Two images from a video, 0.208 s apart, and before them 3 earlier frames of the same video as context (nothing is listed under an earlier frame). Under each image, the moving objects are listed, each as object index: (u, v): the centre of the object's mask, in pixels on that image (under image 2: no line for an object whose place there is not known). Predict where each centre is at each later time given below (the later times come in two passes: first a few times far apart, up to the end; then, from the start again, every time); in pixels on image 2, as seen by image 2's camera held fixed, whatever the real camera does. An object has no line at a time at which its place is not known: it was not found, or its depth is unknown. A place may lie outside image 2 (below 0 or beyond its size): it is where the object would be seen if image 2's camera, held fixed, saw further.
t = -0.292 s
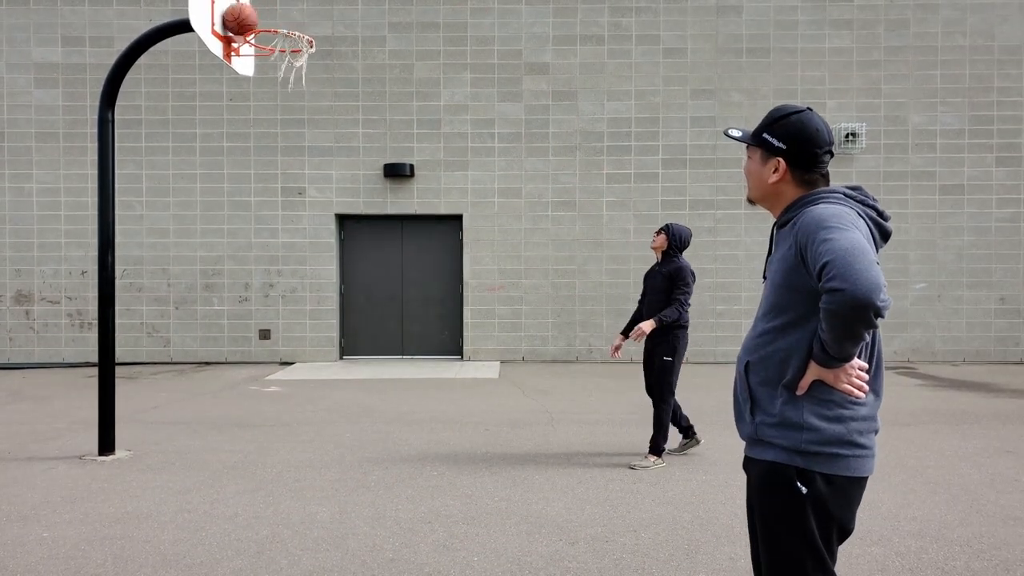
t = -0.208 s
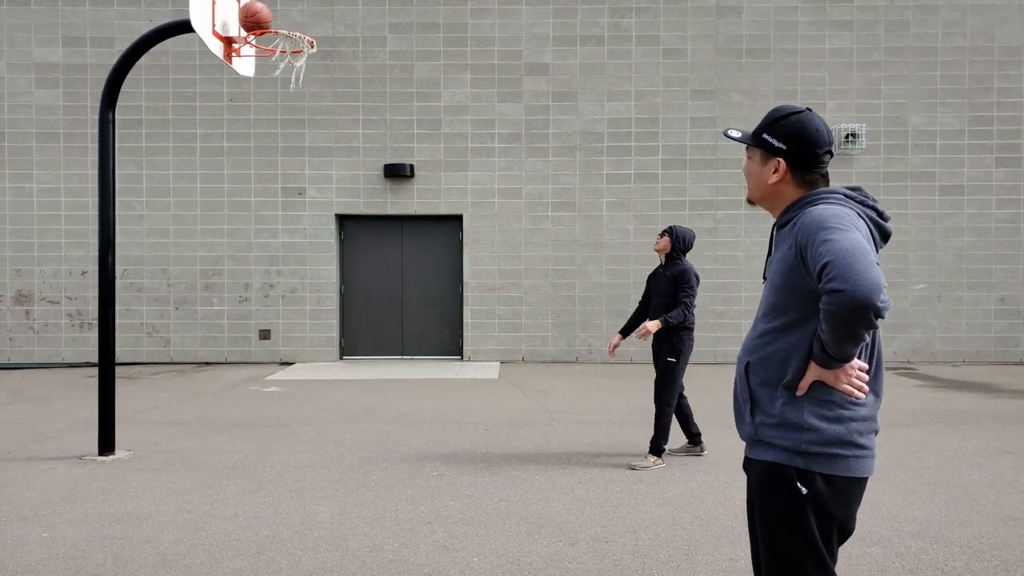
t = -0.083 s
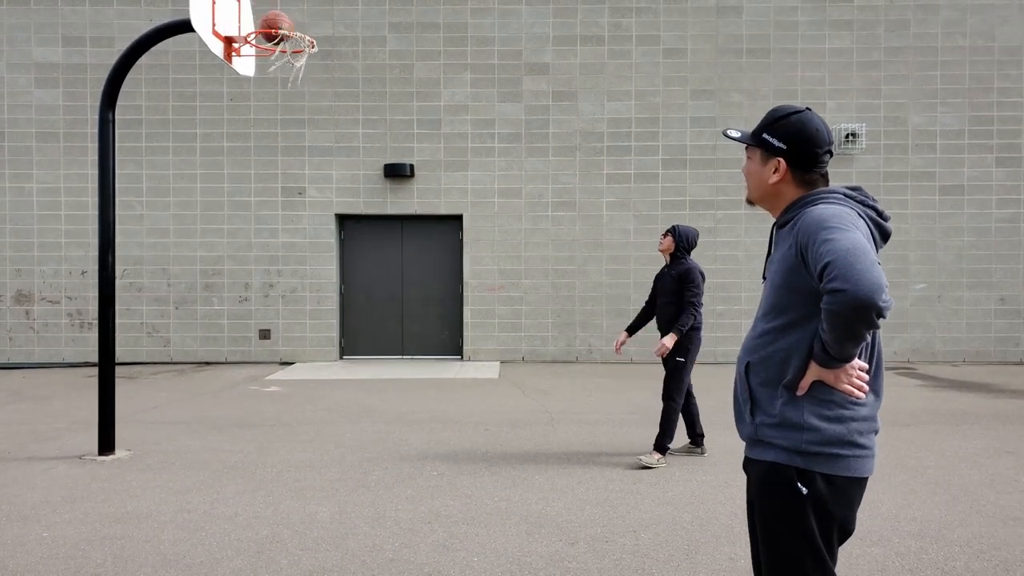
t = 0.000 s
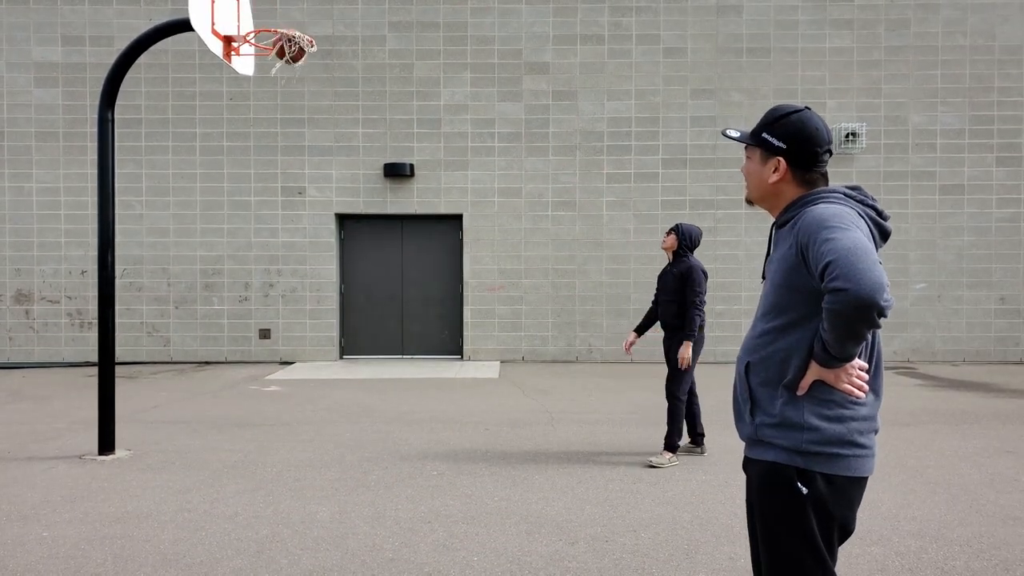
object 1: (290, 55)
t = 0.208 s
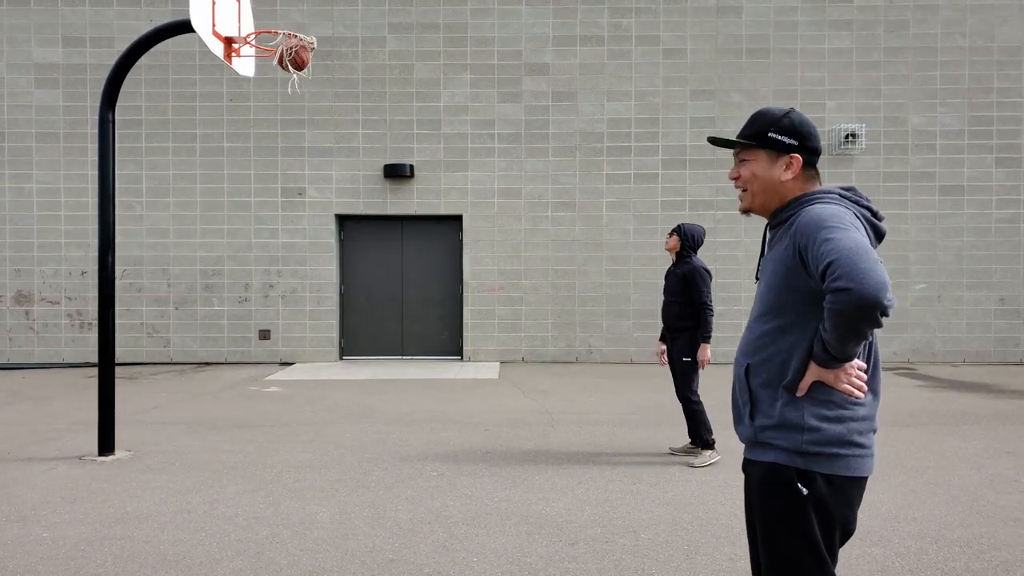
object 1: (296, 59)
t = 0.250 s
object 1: (294, 59)
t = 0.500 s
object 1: (283, 90)
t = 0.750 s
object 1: (279, 203)
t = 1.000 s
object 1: (278, 396)
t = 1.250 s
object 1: (272, 319)
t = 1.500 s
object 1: (267, 235)
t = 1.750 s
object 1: (264, 229)
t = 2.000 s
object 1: (263, 305)
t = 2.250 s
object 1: (264, 425)
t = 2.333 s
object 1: (263, 383)
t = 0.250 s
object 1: (294, 59)
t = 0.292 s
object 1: (293, 60)
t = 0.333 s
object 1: (286, 64)
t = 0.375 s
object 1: (284, 66)
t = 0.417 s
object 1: (284, 73)
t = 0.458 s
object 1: (283, 81)
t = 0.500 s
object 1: (283, 90)
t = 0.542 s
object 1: (282, 103)
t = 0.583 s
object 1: (281, 119)
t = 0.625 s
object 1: (280, 137)
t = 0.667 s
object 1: (280, 157)
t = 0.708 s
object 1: (279, 179)
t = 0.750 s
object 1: (279, 203)
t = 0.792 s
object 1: (278, 230)
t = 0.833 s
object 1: (278, 259)
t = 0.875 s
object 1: (278, 290)
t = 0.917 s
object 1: (278, 323)
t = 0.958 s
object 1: (278, 358)
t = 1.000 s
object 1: (278, 396)
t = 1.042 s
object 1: (278, 436)
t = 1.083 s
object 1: (277, 419)
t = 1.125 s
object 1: (275, 390)
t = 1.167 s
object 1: (274, 364)
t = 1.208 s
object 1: (273, 341)
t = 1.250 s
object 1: (272, 319)
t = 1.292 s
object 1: (271, 300)
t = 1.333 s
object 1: (270, 282)
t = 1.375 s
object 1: (269, 266)
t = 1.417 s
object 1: (268, 253)
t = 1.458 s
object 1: (267, 243)
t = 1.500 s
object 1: (267, 235)
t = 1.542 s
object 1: (266, 228)
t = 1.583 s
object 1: (266, 224)
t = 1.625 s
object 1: (265, 222)
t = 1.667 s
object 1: (265, 222)
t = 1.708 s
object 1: (264, 224)
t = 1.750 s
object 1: (264, 229)
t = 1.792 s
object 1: (264, 236)
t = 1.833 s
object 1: (263, 246)
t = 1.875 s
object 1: (263, 257)
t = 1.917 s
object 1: (263, 271)
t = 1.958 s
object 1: (263, 287)
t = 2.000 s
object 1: (263, 305)
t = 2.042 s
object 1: (263, 325)
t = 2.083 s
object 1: (263, 347)
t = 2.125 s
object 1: (263, 372)
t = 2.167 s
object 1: (263, 399)
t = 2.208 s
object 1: (264, 427)
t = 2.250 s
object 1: (264, 425)
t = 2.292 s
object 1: (263, 403)
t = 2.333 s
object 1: (263, 383)
